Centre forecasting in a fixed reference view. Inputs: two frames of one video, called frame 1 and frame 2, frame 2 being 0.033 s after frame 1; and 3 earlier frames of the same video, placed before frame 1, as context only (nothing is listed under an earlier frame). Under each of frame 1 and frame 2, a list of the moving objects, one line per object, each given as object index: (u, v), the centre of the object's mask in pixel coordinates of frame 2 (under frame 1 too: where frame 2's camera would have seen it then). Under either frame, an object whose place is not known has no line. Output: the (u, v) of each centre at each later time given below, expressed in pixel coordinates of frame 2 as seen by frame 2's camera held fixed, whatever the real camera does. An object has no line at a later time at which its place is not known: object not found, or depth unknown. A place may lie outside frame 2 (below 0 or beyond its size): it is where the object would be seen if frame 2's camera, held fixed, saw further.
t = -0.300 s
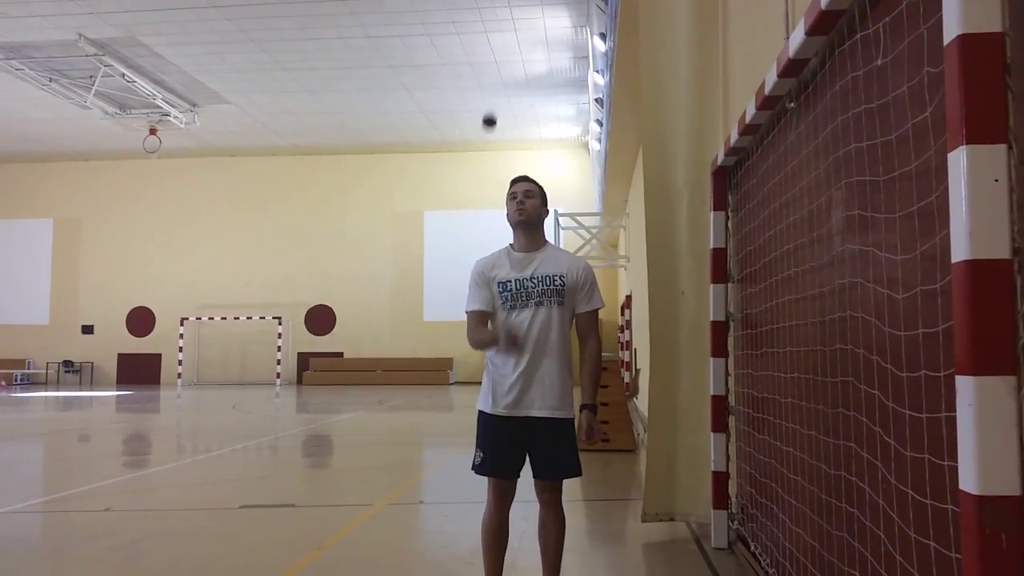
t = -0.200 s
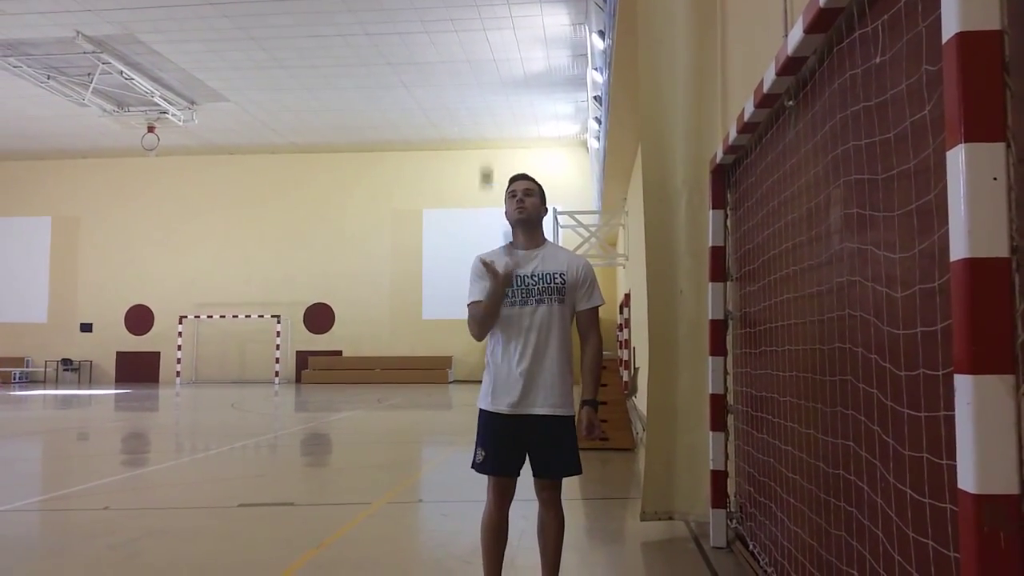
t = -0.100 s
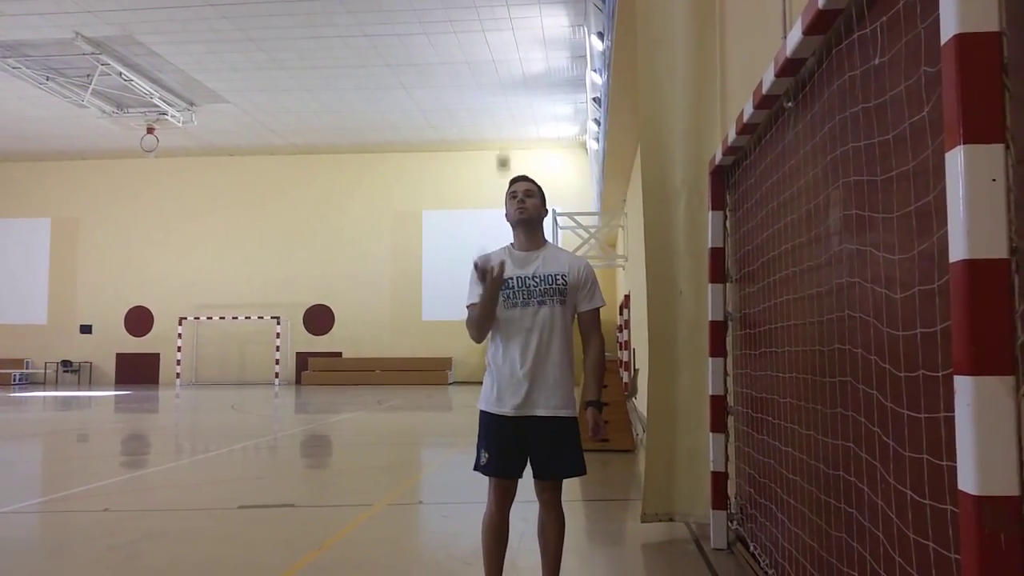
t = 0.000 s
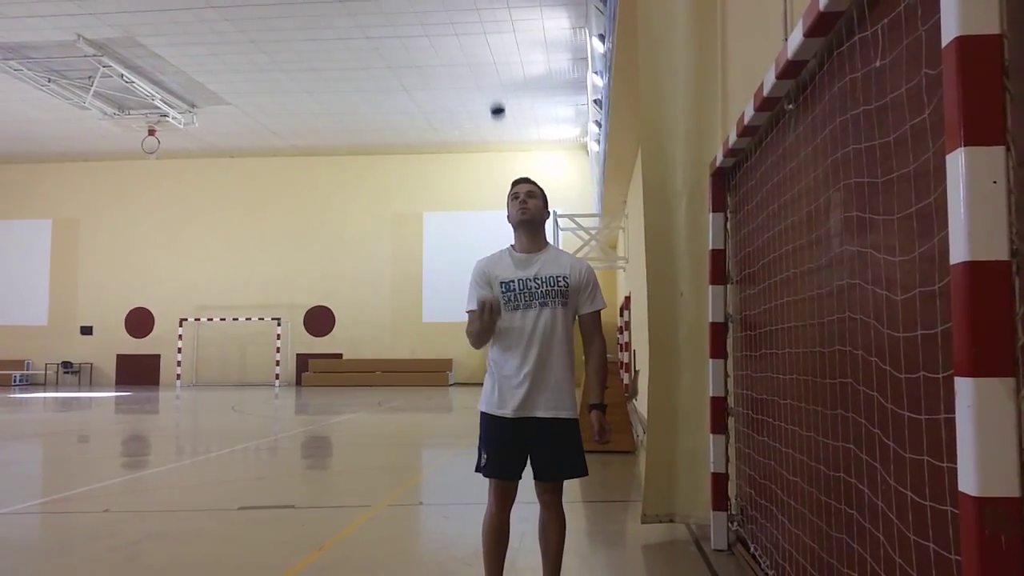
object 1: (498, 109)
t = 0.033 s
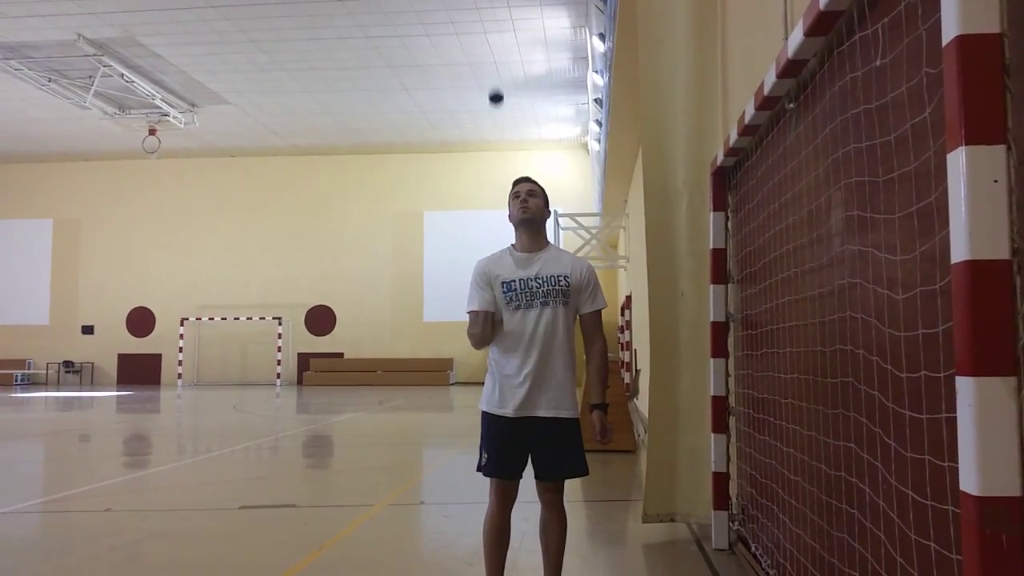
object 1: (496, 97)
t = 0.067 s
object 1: (494, 88)
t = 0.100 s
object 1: (491, 81)
